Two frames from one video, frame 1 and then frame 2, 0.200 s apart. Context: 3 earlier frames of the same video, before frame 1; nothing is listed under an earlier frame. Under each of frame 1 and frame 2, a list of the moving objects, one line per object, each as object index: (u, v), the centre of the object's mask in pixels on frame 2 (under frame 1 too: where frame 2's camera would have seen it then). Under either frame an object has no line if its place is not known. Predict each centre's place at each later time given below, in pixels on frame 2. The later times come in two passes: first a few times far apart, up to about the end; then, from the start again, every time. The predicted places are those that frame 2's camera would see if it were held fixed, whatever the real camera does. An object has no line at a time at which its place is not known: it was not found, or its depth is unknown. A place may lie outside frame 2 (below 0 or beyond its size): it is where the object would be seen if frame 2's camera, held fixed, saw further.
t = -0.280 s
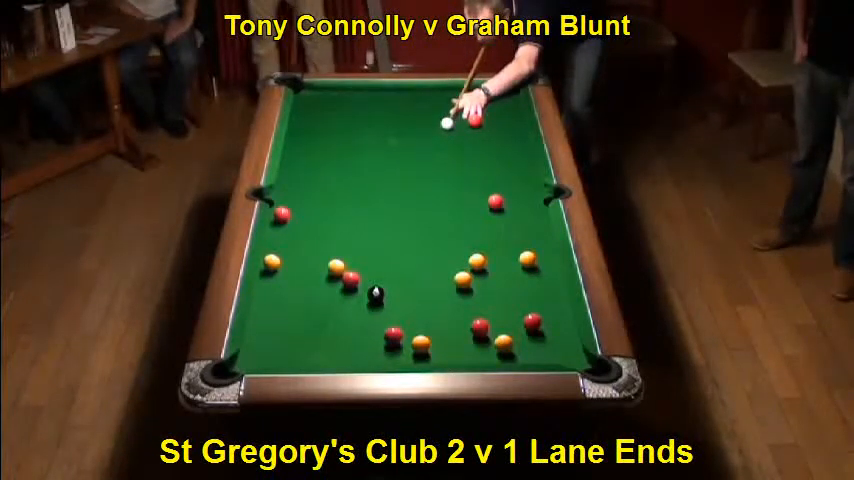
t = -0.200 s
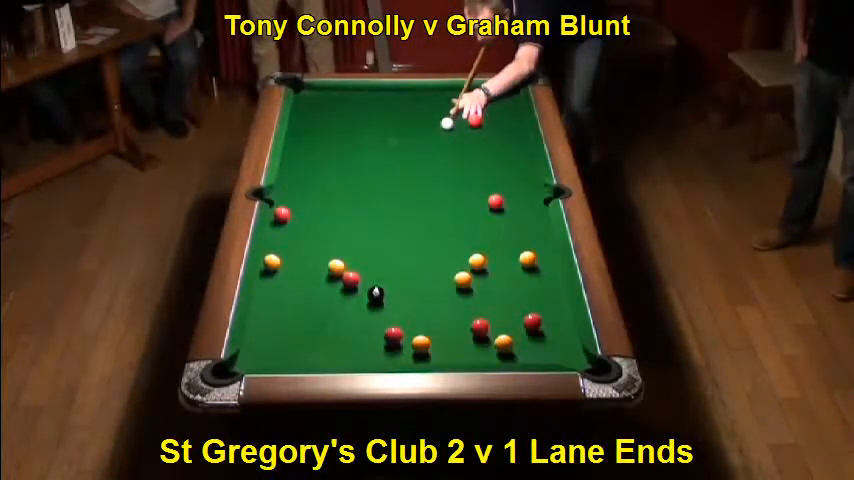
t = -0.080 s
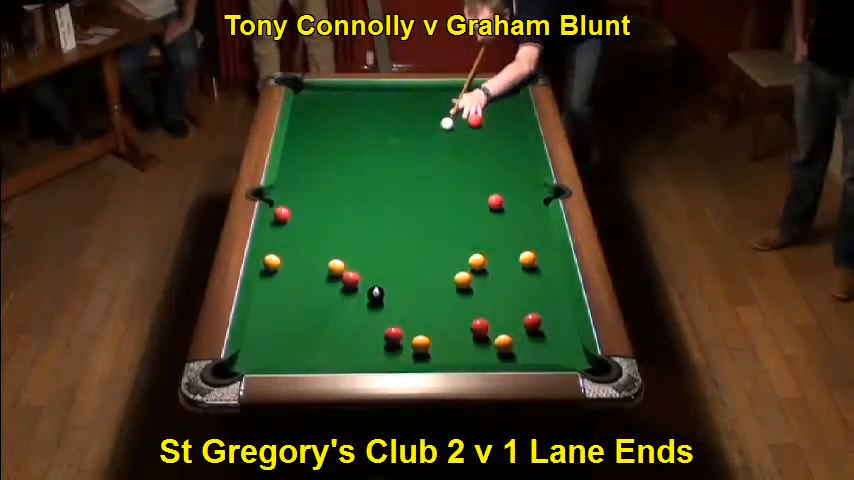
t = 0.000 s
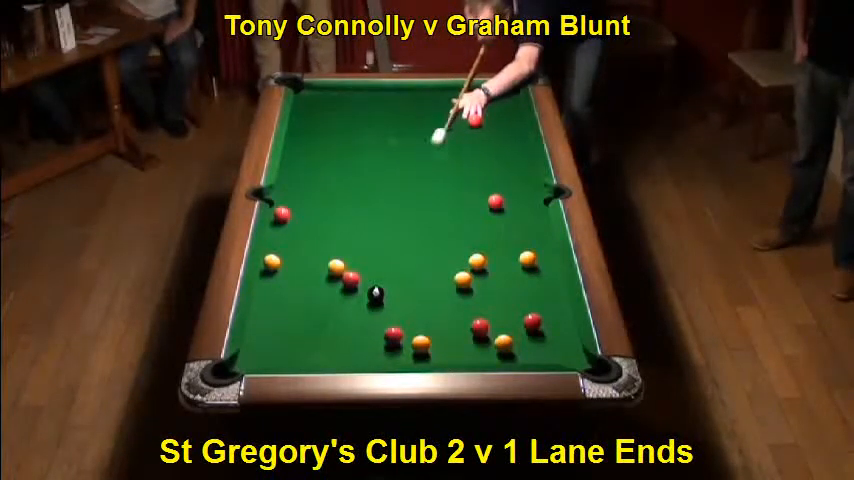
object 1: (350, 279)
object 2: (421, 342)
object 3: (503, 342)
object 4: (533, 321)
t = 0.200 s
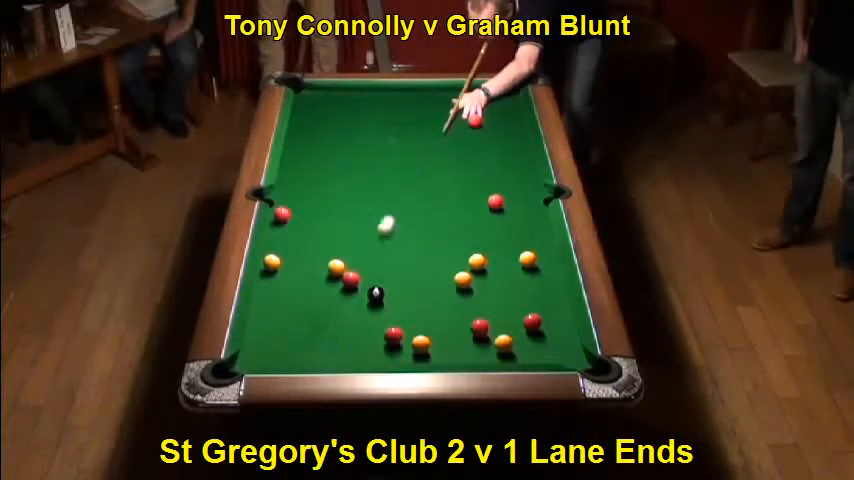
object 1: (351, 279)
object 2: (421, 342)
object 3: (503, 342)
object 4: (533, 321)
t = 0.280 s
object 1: (351, 279)
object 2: (421, 342)
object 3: (503, 342)
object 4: (533, 321)
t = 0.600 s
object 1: (268, 356)
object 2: (421, 342)
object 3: (503, 342)
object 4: (533, 321)
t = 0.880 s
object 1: (356, 356)
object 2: (421, 343)
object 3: (504, 342)
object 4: (533, 321)
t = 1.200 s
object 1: (435, 357)
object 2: (429, 336)
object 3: (504, 342)
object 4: (533, 321)
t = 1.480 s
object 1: (481, 353)
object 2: (443, 323)
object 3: (504, 342)
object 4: (533, 321)
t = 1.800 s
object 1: (516, 355)
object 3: (515, 334)
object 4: (533, 321)
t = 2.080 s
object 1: (536, 355)
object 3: (522, 329)
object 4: (535, 320)
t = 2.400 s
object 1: (553, 355)
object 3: (522, 329)
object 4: (536, 316)
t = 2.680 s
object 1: (565, 353)
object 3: (522, 329)
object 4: (535, 316)
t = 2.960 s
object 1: (573, 353)
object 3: (522, 329)
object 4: (535, 315)
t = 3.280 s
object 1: (575, 353)
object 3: (522, 329)
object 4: (535, 315)
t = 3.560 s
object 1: (575, 352)
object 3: (523, 329)
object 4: (535, 315)
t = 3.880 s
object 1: (575, 352)
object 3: (523, 329)
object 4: (535, 315)
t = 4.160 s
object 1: (575, 352)
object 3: (522, 329)
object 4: (534, 314)
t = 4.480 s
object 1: (575, 352)
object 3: (522, 329)
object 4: (535, 314)
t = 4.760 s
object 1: (575, 351)
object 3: (522, 329)
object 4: (535, 314)
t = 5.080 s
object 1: (575, 351)
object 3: (522, 329)
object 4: (535, 314)
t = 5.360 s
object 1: (575, 351)
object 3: (522, 329)
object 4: (535, 314)
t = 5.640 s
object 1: (575, 351)
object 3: (522, 329)
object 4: (535, 314)
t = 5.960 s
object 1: (575, 351)
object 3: (522, 329)
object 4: (535, 314)
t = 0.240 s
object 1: (351, 279)
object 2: (421, 342)
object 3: (503, 342)
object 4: (533, 321)
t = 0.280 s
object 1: (351, 279)
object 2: (421, 342)
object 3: (503, 342)
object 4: (533, 321)
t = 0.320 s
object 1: (339, 290)
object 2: (421, 342)
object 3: (503, 342)
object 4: (533, 321)
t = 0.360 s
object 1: (323, 306)
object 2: (421, 342)
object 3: (503, 342)
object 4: (533, 321)
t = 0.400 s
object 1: (306, 322)
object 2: (421, 342)
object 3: (503, 342)
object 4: (533, 321)
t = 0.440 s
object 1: (289, 339)
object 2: (421, 342)
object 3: (503, 342)
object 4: (533, 321)
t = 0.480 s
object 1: (272, 356)
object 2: (421, 342)
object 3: (503, 342)
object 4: (533, 321)
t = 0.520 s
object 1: (254, 357)
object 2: (421, 342)
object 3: (503, 342)
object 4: (533, 321)
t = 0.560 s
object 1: (252, 355)
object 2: (421, 342)
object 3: (503, 342)
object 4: (533, 321)
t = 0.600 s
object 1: (268, 356)
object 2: (421, 342)
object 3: (503, 342)
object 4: (533, 321)
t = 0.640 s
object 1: (282, 356)
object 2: (421, 342)
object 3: (503, 342)
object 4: (533, 321)
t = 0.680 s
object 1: (296, 358)
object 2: (421, 342)
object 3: (504, 342)
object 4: (533, 321)
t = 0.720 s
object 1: (309, 358)
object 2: (421, 342)
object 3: (503, 342)
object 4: (533, 321)
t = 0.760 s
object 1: (321, 358)
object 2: (421, 343)
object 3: (504, 342)
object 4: (533, 321)
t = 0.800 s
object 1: (333, 358)
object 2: (421, 343)
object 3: (504, 342)
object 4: (533, 321)
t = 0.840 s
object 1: (344, 357)
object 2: (421, 343)
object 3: (504, 342)
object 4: (533, 321)
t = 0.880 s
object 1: (356, 356)
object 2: (421, 343)
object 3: (504, 342)
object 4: (533, 321)
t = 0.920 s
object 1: (367, 356)
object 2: (421, 343)
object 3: (504, 342)
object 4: (533, 321)
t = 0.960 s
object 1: (377, 355)
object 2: (421, 343)
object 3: (504, 342)
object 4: (533, 321)
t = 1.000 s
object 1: (391, 354)
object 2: (421, 342)
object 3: (504, 342)
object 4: (533, 321)
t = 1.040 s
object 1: (400, 354)
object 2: (421, 342)
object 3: (504, 342)
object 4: (533, 321)
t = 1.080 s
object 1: (411, 354)
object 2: (422, 342)
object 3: (504, 342)
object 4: (533, 321)
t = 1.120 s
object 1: (420, 354)
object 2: (424, 340)
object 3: (504, 342)
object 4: (533, 321)
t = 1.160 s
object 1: (427, 355)
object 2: (426, 338)
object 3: (504, 342)
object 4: (533, 321)
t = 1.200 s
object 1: (435, 357)
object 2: (429, 336)
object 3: (504, 342)
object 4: (533, 321)
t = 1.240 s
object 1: (442, 356)
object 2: (431, 334)
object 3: (503, 342)
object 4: (533, 321)
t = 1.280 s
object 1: (449, 356)
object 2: (433, 332)
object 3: (504, 342)
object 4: (533, 321)
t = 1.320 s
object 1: (456, 355)
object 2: (435, 331)
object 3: (504, 342)
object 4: (533, 321)
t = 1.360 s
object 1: (462, 355)
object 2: (437, 328)
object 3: (503, 342)
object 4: (533, 321)
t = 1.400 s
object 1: (469, 354)
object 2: (439, 326)
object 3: (503, 342)
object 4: (533, 321)
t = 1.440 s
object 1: (475, 354)
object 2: (441, 325)
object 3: (504, 342)
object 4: (533, 321)
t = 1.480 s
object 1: (481, 353)
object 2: (443, 323)
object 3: (504, 342)
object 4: (533, 321)
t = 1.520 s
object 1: (487, 353)
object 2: (444, 321)
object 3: (503, 342)
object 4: (533, 321)
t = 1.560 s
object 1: (494, 352)
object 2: (446, 320)
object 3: (504, 340)
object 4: (533, 321)
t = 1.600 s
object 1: (497, 353)
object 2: (448, 318)
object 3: (507, 339)
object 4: (533, 321)
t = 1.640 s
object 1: (503, 352)
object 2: (450, 317)
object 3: (508, 338)
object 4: (533, 320)
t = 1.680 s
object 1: (505, 354)
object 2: (451, 315)
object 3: (510, 337)
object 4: (534, 320)
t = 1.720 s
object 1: (509, 354)
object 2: (453, 314)
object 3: (512, 336)
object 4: (534, 320)
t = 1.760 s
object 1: (512, 355)
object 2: (455, 312)
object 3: (514, 335)
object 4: (534, 320)
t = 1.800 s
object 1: (516, 355)
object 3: (515, 334)
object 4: (533, 321)
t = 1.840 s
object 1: (519, 356)
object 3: (517, 332)
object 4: (533, 321)
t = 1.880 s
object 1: (523, 356)
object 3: (518, 331)
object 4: (533, 321)
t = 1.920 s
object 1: (526, 356)
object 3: (519, 330)
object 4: (534, 320)
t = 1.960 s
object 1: (529, 356)
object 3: (520, 329)
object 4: (534, 321)
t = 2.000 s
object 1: (531, 356)
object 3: (521, 329)
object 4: (535, 320)
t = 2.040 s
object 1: (534, 356)
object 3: (521, 330)
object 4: (535, 320)
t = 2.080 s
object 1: (536, 355)
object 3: (522, 329)
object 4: (535, 320)
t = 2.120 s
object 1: (538, 355)
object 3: (522, 329)
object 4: (536, 319)
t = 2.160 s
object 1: (540, 355)
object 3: (522, 329)
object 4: (536, 319)
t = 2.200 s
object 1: (542, 355)
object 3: (522, 329)
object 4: (537, 318)
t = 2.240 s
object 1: (545, 355)
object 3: (523, 329)
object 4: (537, 318)
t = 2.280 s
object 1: (548, 355)
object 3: (523, 329)
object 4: (537, 317)
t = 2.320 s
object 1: (549, 355)
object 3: (522, 329)
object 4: (537, 317)
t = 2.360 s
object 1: (551, 355)
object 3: (522, 329)
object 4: (536, 316)
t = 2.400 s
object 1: (553, 355)
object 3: (522, 329)
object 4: (536, 316)
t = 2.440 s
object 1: (555, 354)
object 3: (522, 329)
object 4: (536, 316)
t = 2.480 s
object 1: (557, 354)
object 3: (522, 329)
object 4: (536, 316)
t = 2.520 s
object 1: (559, 354)
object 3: (522, 329)
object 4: (535, 315)
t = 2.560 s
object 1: (561, 354)
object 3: (522, 329)
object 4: (535, 315)
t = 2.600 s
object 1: (562, 354)
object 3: (522, 329)
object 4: (535, 316)
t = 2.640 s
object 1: (564, 354)
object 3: (522, 329)
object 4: (535, 316)
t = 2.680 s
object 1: (565, 353)
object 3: (522, 329)
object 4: (535, 316)
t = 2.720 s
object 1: (566, 353)
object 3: (522, 329)
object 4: (535, 316)
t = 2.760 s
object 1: (567, 353)
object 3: (522, 329)
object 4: (535, 315)
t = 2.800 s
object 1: (568, 354)
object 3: (522, 329)
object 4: (535, 315)
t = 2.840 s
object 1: (570, 353)
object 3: (522, 329)
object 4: (535, 315)
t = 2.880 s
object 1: (570, 353)
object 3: (522, 329)
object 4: (535, 315)
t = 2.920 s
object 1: (572, 353)
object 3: (522, 329)
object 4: (535, 315)
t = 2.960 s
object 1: (573, 353)
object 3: (522, 329)
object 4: (535, 315)
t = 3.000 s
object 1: (574, 353)
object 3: (522, 329)
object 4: (535, 315)
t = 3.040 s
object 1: (575, 353)
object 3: (522, 329)
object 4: (535, 315)
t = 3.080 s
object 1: (575, 353)
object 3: (522, 329)
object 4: (535, 315)
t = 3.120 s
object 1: (575, 353)
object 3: (522, 329)
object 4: (535, 315)
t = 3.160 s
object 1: (575, 353)
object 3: (522, 329)
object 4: (535, 315)
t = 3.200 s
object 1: (575, 353)
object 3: (522, 329)
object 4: (535, 315)
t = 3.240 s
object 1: (575, 353)
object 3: (522, 329)
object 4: (535, 315)
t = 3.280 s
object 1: (575, 353)
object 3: (522, 329)
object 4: (535, 315)
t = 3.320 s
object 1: (575, 352)
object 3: (522, 329)
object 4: (534, 315)
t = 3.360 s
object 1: (575, 352)
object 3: (522, 329)
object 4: (534, 315)
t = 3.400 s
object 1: (575, 352)
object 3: (522, 329)
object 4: (534, 315)
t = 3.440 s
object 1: (575, 352)
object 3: (522, 329)
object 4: (534, 315)
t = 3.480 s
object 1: (575, 352)
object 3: (522, 329)
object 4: (534, 315)
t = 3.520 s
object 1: (575, 352)
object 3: (523, 329)
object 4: (535, 315)
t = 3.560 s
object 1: (575, 352)
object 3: (523, 329)
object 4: (535, 315)
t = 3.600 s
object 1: (575, 352)
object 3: (523, 329)
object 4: (535, 315)
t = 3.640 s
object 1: (575, 352)
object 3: (523, 329)
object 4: (535, 315)
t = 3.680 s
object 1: (575, 352)
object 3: (523, 329)
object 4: (534, 315)
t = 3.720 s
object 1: (575, 352)
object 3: (523, 329)
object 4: (535, 315)
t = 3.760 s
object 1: (575, 352)
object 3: (523, 329)
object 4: (535, 315)
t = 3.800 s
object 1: (575, 352)
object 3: (523, 329)
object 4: (535, 315)
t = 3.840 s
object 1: (575, 352)
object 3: (523, 329)
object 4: (535, 315)
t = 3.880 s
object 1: (575, 352)
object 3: (523, 329)
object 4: (535, 315)
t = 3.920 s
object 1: (575, 352)
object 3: (523, 329)
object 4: (535, 315)
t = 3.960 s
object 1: (575, 352)
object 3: (522, 329)
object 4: (534, 314)
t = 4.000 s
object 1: (575, 352)
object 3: (522, 329)
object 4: (534, 314)
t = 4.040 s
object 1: (575, 352)
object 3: (522, 329)
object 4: (534, 314)
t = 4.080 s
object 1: (575, 352)
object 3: (522, 329)
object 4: (534, 314)
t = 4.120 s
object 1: (575, 352)
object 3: (522, 329)
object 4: (534, 314)
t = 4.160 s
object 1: (575, 352)
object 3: (522, 329)
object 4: (534, 314)
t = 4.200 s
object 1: (575, 352)
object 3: (522, 329)
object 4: (535, 314)
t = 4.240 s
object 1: (575, 352)
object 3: (522, 329)
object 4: (535, 314)
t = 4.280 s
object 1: (575, 352)
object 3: (522, 329)
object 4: (535, 314)
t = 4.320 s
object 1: (575, 352)
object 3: (522, 329)
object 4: (535, 314)
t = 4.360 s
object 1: (575, 352)
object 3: (522, 329)
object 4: (535, 314)
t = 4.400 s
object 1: (575, 352)
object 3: (522, 329)
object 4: (535, 314)
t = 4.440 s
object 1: (575, 352)
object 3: (522, 329)
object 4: (535, 314)
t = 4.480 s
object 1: (575, 352)
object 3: (522, 329)
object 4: (535, 314)
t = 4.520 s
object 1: (575, 352)
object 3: (522, 329)
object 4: (535, 314)
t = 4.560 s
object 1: (575, 352)
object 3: (522, 329)
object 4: (535, 314)
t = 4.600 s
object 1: (575, 351)
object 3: (522, 329)
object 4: (535, 314)
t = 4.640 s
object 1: (575, 351)
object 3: (522, 329)
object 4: (535, 314)
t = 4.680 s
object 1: (575, 351)
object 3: (522, 329)
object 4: (535, 314)
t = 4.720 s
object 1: (575, 351)
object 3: (522, 329)
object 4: (535, 314)
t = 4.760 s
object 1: (575, 351)
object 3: (522, 329)
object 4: (535, 314)
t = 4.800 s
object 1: (575, 351)
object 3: (522, 329)
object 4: (535, 314)
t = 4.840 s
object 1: (575, 351)
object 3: (522, 329)
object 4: (535, 314)
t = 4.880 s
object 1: (575, 351)
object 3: (522, 329)
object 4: (535, 314)
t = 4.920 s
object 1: (575, 351)
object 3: (522, 329)
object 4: (535, 314)
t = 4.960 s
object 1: (575, 351)
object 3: (522, 329)
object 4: (535, 314)
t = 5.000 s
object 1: (575, 351)
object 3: (522, 329)
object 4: (535, 314)
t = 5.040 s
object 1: (575, 351)
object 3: (522, 329)
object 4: (535, 314)
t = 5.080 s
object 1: (575, 351)
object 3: (522, 329)
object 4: (535, 314)
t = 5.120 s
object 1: (575, 351)
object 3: (522, 329)
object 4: (535, 314)
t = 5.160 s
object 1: (575, 351)
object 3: (522, 329)
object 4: (535, 314)
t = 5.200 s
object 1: (575, 351)
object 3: (522, 329)
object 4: (535, 314)
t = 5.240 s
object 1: (575, 351)
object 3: (522, 329)
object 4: (535, 314)
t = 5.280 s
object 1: (575, 351)
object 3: (522, 329)
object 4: (535, 314)
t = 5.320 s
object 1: (575, 351)
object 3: (522, 329)
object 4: (535, 314)
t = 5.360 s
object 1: (575, 351)
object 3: (522, 329)
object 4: (535, 314)
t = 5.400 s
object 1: (575, 351)
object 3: (522, 329)
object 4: (535, 314)
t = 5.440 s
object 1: (575, 351)
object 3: (522, 329)
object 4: (535, 314)
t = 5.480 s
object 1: (575, 351)
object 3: (522, 329)
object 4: (535, 314)
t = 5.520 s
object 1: (575, 351)
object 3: (522, 329)
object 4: (535, 314)
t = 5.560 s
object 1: (575, 351)
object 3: (522, 329)
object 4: (535, 314)
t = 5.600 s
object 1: (575, 351)
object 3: (522, 329)
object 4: (535, 314)
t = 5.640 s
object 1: (575, 351)
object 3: (522, 329)
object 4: (535, 314)
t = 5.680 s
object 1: (575, 351)
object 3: (522, 329)
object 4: (535, 314)
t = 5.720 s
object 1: (575, 351)
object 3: (522, 329)
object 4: (535, 314)
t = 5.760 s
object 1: (575, 351)
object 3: (522, 329)
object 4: (535, 314)
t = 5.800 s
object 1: (575, 351)
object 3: (522, 329)
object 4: (535, 314)
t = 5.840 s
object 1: (575, 351)
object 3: (522, 329)
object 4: (535, 314)
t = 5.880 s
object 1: (575, 351)
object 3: (522, 329)
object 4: (535, 314)
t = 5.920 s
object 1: (575, 351)
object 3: (522, 329)
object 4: (535, 314)
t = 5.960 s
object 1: (575, 351)
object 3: (522, 329)
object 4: (535, 314)
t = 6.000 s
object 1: (575, 351)
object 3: (522, 329)
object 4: (535, 314)
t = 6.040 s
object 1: (575, 351)
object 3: (522, 329)
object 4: (535, 314)
